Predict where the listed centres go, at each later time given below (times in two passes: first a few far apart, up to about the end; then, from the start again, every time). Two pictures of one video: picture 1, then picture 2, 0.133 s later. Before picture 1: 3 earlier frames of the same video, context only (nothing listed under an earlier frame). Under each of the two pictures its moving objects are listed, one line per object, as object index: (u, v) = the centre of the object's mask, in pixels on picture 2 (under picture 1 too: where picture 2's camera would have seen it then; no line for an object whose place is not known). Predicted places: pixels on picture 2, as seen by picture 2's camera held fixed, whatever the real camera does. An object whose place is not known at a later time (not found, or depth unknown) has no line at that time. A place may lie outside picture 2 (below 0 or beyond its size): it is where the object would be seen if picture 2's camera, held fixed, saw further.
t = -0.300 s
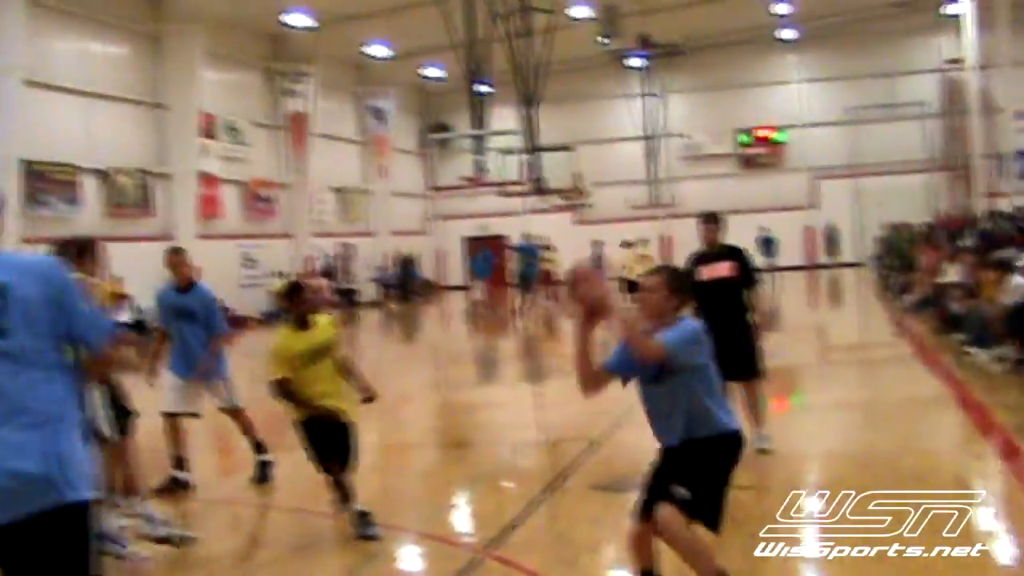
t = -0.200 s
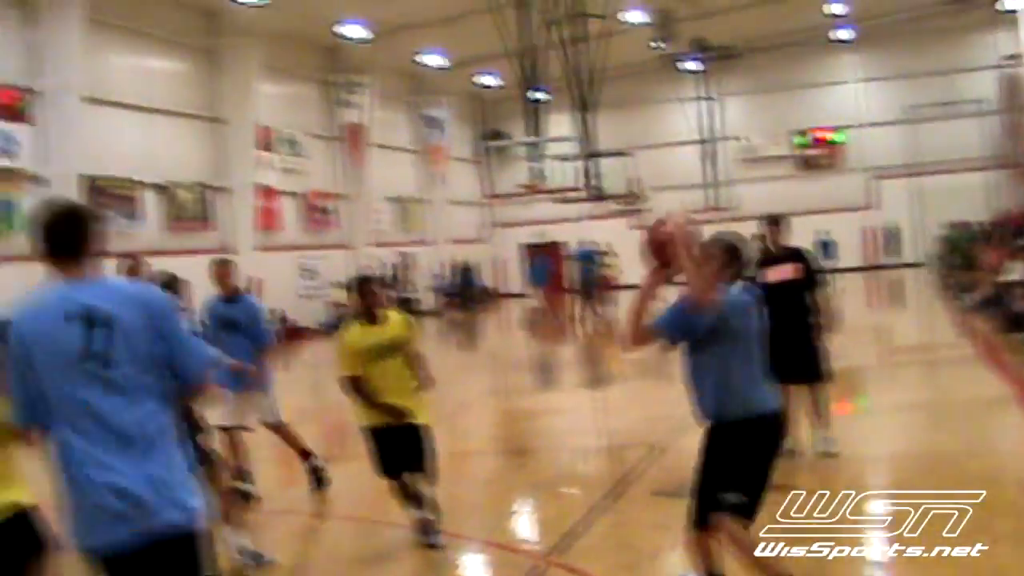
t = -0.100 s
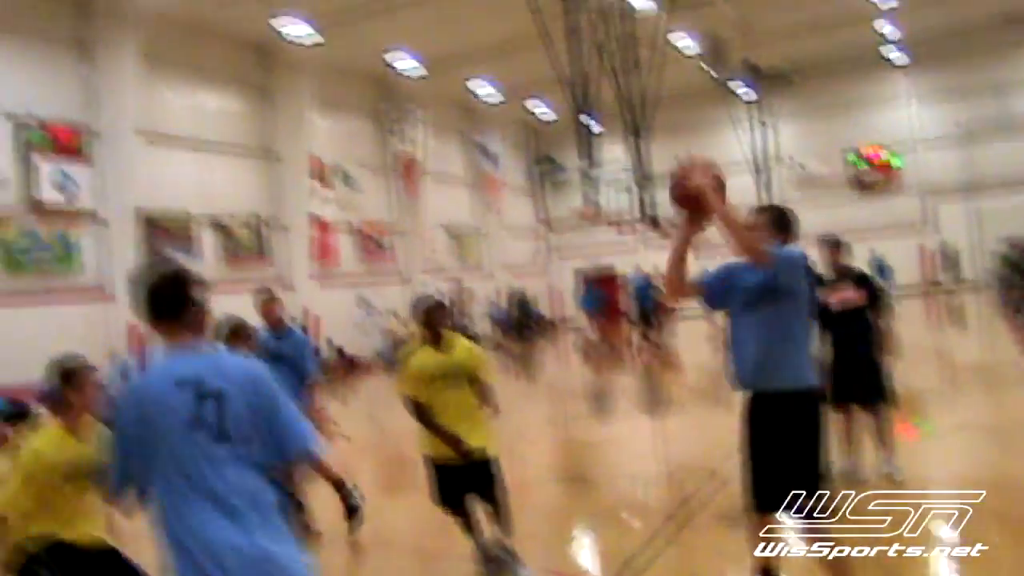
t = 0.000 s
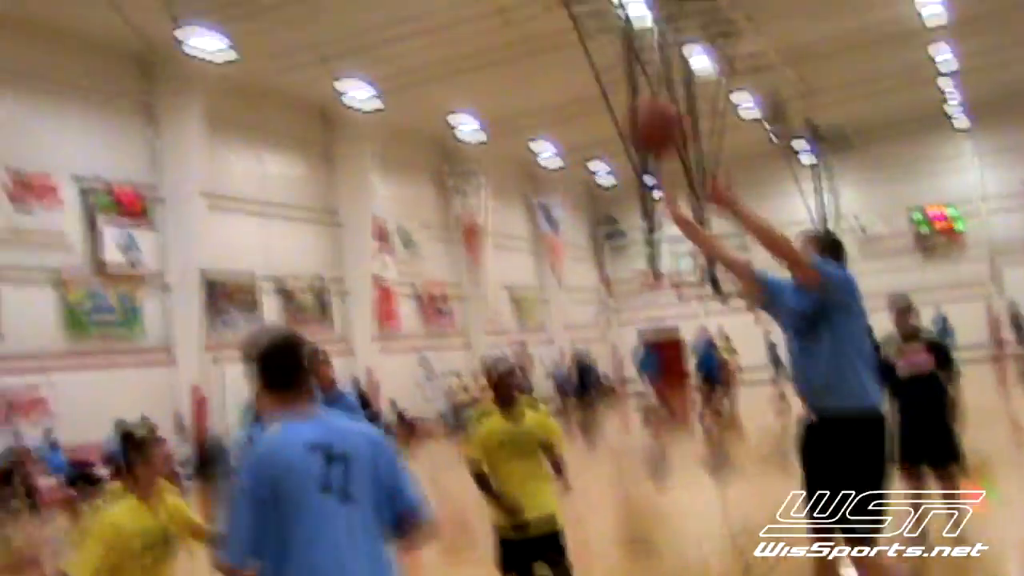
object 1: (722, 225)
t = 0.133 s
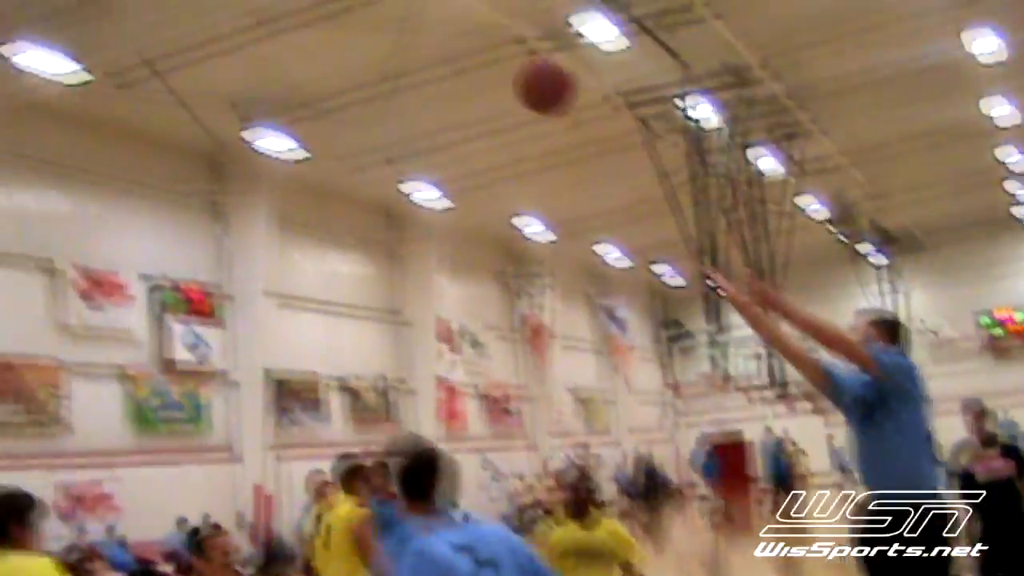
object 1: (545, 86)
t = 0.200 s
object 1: (462, 32)
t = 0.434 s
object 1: (185, -88)
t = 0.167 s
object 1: (504, 59)
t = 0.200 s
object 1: (462, 32)
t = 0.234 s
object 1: (421, 9)
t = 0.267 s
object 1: (381, -14)
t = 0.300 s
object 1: (341, -32)
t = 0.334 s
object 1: (302, -50)
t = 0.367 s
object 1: (262, -65)
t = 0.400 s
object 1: (223, -77)
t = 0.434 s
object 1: (185, -88)
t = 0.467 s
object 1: (146, -97)
